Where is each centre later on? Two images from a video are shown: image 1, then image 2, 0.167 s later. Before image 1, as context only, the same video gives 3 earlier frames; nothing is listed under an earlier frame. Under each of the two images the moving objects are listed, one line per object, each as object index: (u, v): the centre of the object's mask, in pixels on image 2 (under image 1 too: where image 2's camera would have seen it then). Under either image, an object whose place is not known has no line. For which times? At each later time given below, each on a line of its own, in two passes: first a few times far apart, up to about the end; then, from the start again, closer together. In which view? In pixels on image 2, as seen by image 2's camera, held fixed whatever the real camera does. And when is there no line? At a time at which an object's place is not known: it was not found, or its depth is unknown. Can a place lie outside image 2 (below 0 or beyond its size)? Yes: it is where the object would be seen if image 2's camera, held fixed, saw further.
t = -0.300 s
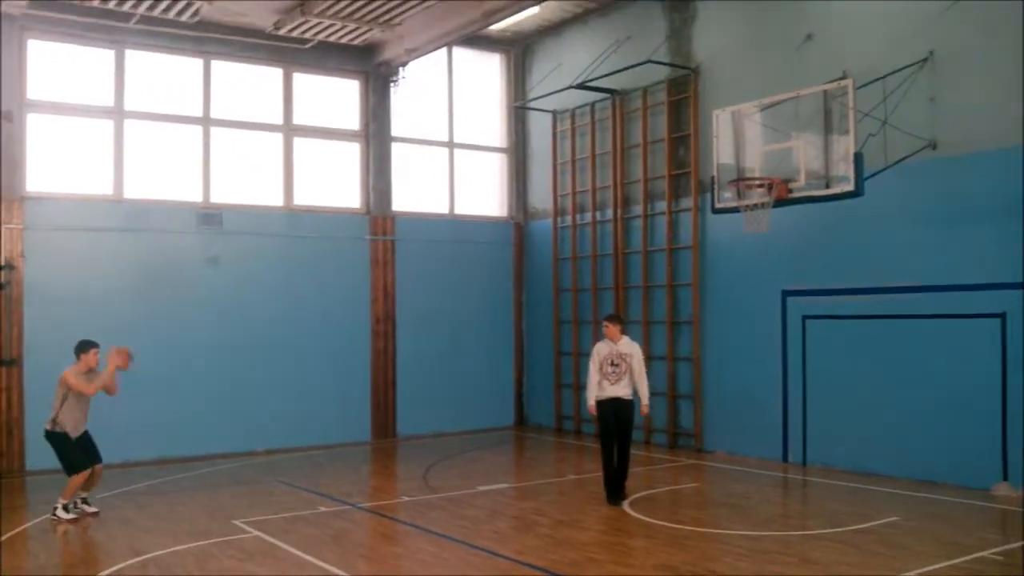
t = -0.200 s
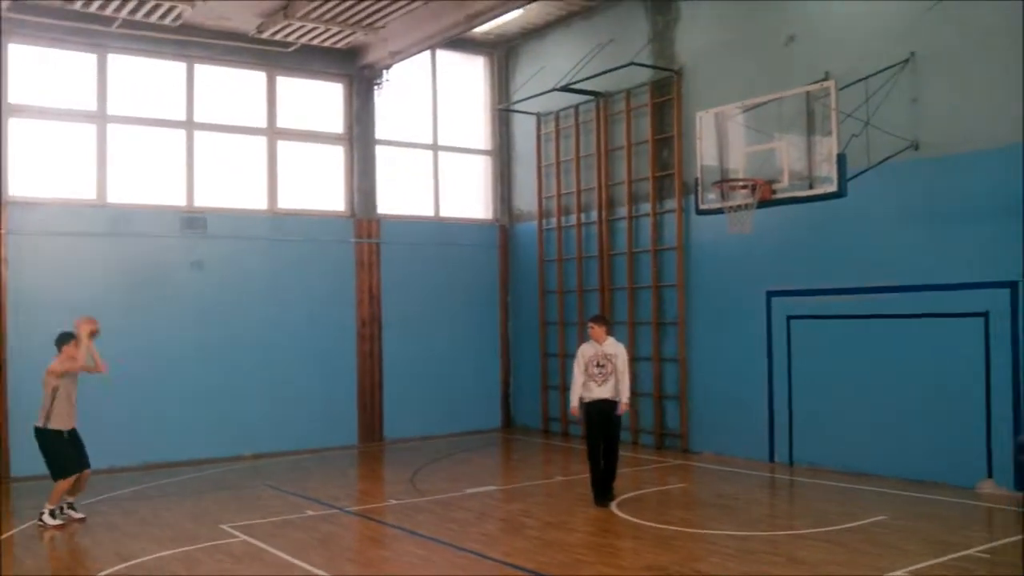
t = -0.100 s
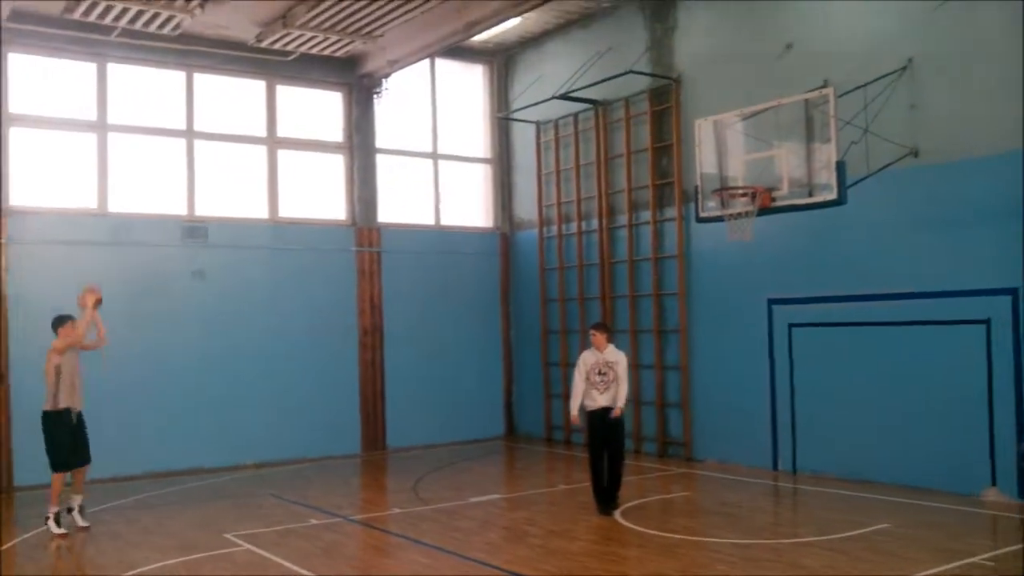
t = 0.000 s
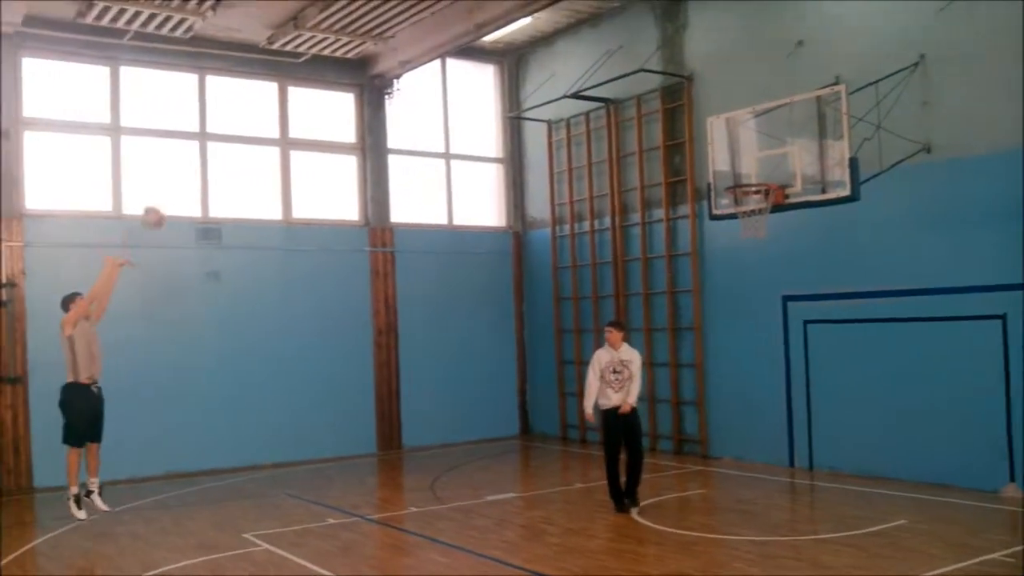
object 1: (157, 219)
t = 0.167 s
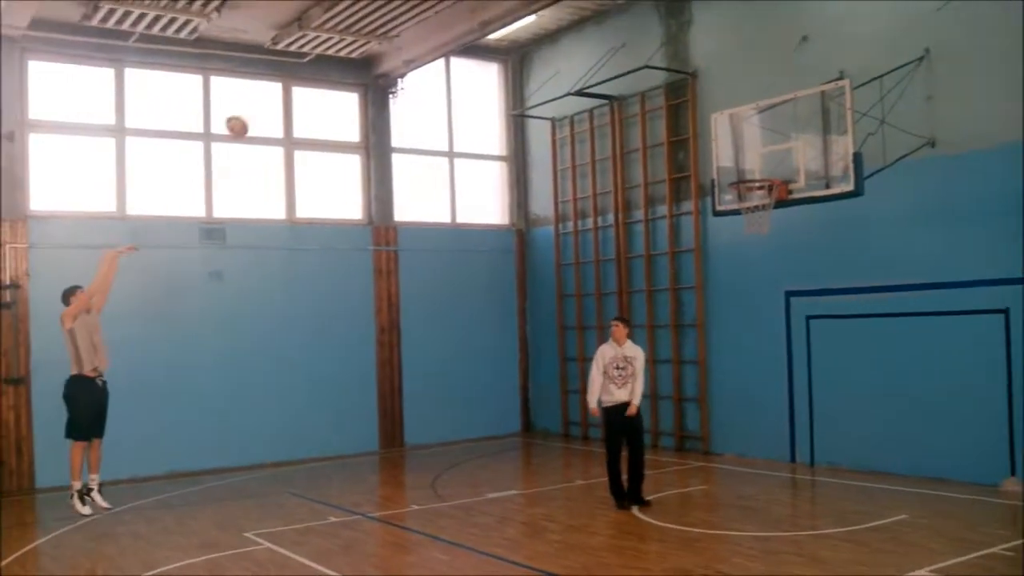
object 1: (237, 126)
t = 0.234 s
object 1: (268, 97)
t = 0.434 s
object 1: (363, 37)
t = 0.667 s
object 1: (472, 13)
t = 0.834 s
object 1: (553, 23)
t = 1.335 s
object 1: (776, 211)
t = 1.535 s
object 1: (765, 230)
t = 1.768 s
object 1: (757, 301)
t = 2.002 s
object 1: (751, 427)
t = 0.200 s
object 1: (253, 111)
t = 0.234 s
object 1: (268, 97)
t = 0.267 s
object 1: (284, 86)
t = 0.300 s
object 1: (299, 71)
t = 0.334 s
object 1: (315, 61)
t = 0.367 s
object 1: (331, 53)
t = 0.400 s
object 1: (346, 44)
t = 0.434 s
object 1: (363, 37)
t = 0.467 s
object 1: (379, 31)
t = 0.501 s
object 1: (395, 25)
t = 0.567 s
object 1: (426, 14)
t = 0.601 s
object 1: (442, 13)
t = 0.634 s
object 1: (459, 12)
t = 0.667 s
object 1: (472, 13)
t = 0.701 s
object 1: (491, 13)
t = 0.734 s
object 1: (506, 14)
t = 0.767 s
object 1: (520, 20)
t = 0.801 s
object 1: (537, 23)
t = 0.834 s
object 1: (553, 23)
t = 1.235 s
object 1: (767, 194)
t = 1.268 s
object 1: (775, 206)
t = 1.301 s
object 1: (775, 209)
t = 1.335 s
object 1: (776, 211)
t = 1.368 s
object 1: (774, 211)
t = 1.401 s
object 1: (773, 211)
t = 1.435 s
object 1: (770, 216)
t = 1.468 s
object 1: (769, 217)
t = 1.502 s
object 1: (767, 222)
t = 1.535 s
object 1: (765, 230)
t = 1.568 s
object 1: (764, 236)
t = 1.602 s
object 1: (762, 245)
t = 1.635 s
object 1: (761, 254)
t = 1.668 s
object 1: (761, 264)
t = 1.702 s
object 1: (759, 275)
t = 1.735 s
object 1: (757, 286)
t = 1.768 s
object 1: (757, 301)
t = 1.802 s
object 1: (755, 316)
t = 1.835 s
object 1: (754, 331)
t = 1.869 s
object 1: (753, 348)
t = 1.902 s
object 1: (752, 365)
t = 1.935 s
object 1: (751, 385)
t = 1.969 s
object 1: (751, 406)
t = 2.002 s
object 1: (751, 427)
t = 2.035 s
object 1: (750, 449)
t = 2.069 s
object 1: (746, 472)
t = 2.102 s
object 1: (744, 490)
